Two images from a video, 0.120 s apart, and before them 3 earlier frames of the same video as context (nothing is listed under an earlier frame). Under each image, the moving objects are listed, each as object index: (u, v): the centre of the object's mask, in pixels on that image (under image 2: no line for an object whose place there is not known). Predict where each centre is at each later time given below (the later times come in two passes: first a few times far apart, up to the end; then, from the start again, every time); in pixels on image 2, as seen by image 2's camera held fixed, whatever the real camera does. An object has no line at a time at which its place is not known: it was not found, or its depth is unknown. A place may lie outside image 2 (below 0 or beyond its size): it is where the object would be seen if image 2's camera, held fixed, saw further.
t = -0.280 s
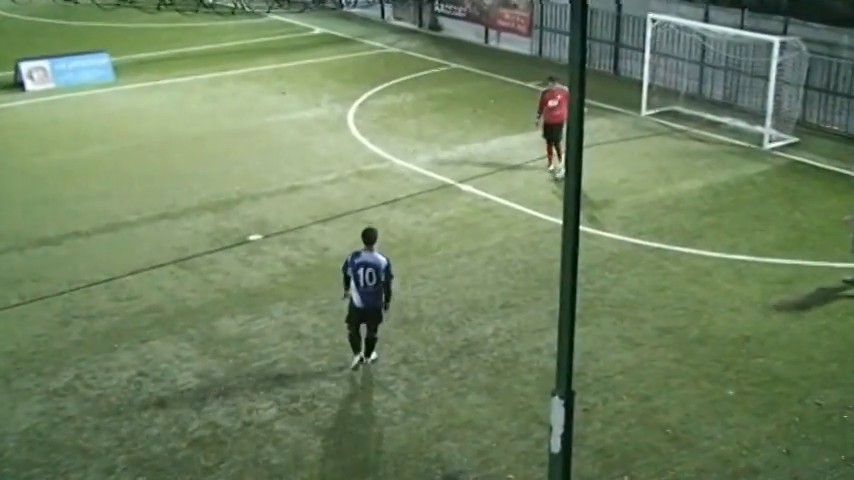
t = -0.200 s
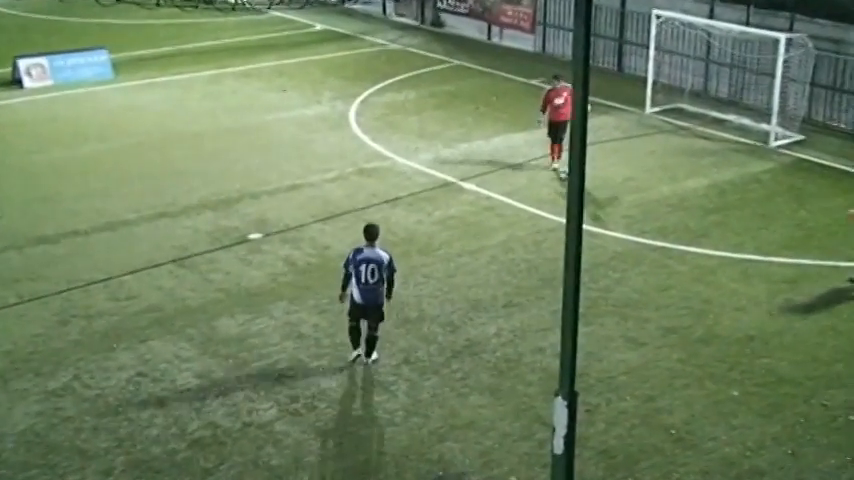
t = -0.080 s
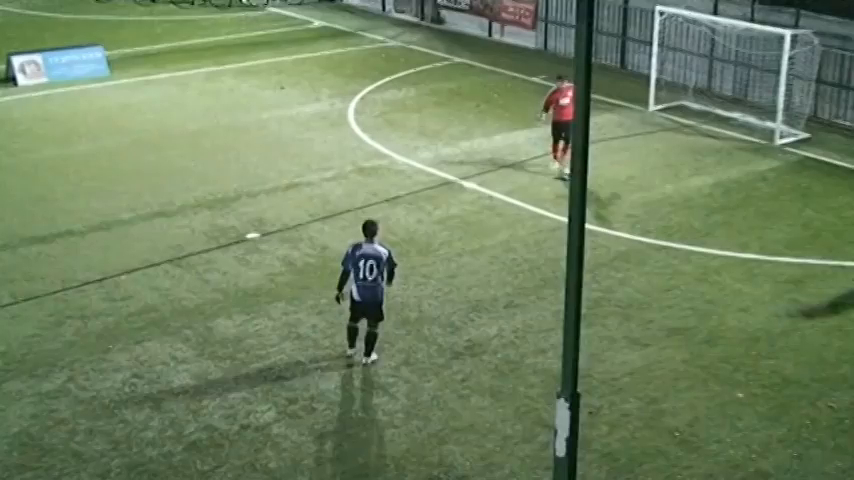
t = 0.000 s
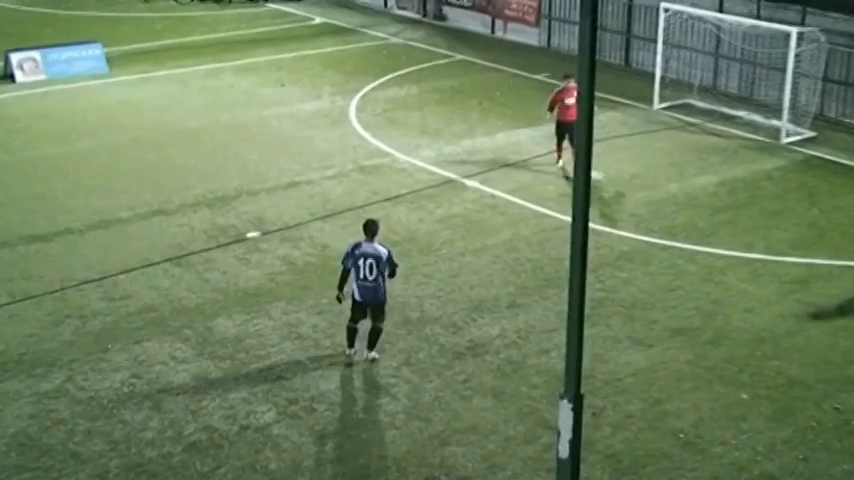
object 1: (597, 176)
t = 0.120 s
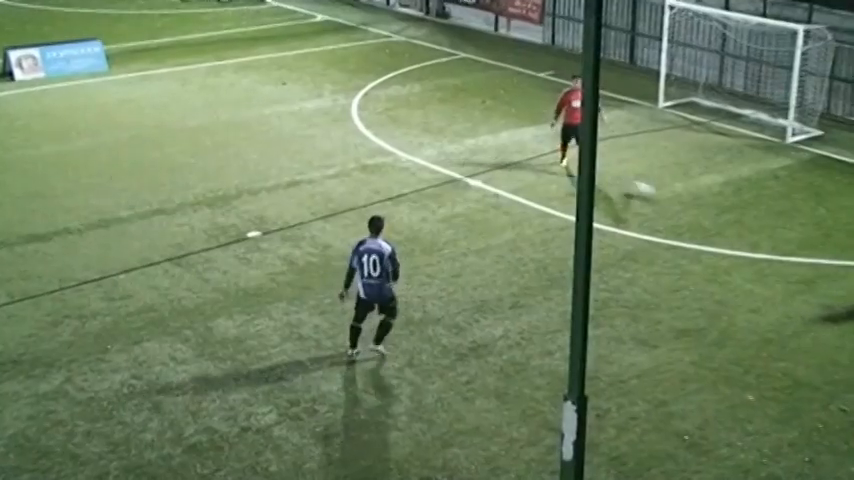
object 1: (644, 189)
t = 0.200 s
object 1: (673, 198)
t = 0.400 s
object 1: (741, 219)
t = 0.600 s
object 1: (798, 238)
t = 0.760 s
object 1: (840, 252)
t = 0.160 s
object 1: (658, 194)
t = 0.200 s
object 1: (673, 198)
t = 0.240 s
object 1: (687, 203)
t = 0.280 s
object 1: (702, 207)
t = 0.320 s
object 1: (715, 212)
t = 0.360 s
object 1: (728, 215)
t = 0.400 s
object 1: (741, 219)
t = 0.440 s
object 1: (753, 222)
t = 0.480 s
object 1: (764, 227)
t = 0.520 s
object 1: (776, 231)
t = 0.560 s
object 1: (787, 234)
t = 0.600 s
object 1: (798, 238)
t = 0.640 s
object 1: (809, 241)
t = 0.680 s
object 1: (820, 244)
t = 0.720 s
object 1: (831, 247)
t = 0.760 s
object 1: (840, 252)
